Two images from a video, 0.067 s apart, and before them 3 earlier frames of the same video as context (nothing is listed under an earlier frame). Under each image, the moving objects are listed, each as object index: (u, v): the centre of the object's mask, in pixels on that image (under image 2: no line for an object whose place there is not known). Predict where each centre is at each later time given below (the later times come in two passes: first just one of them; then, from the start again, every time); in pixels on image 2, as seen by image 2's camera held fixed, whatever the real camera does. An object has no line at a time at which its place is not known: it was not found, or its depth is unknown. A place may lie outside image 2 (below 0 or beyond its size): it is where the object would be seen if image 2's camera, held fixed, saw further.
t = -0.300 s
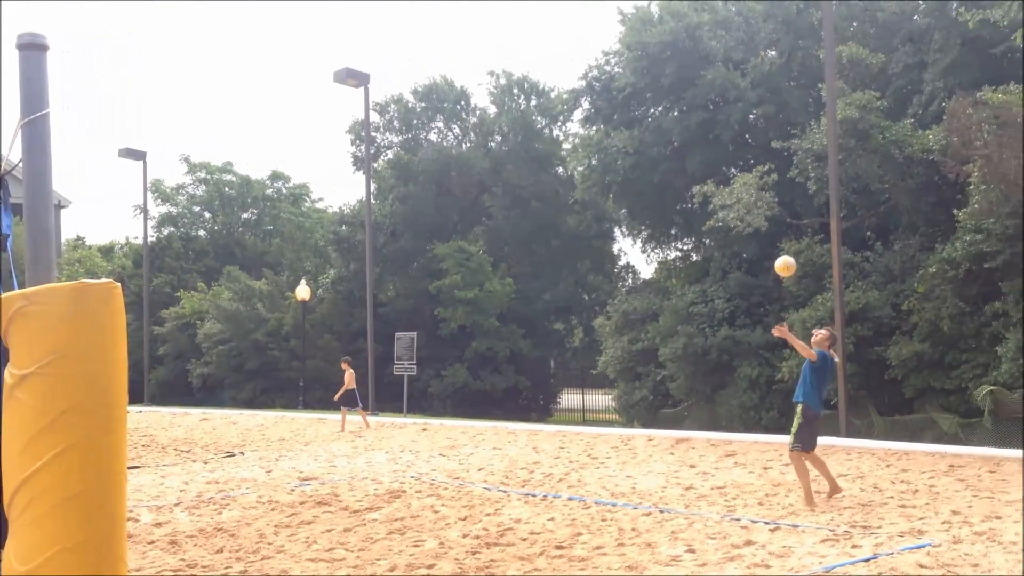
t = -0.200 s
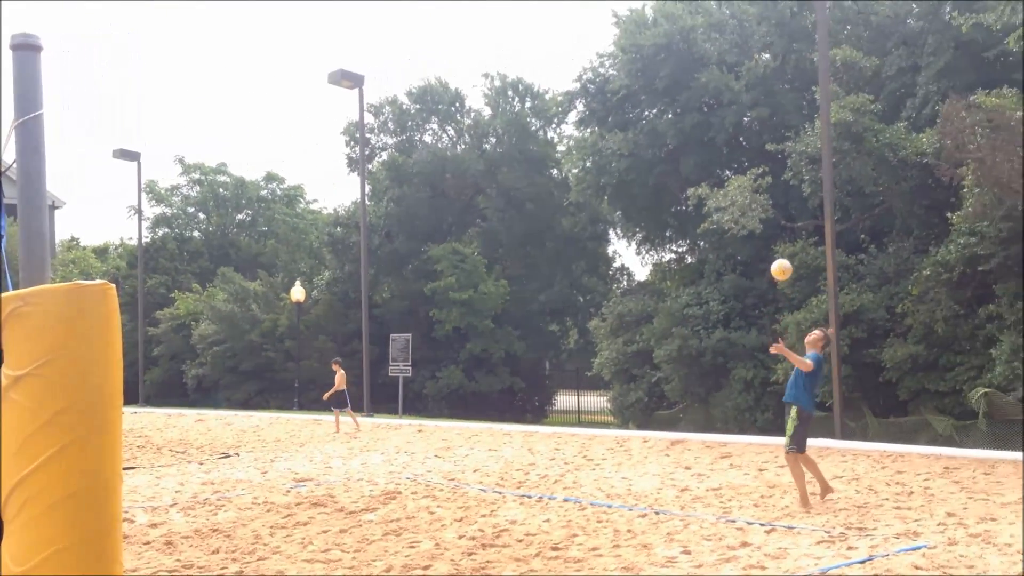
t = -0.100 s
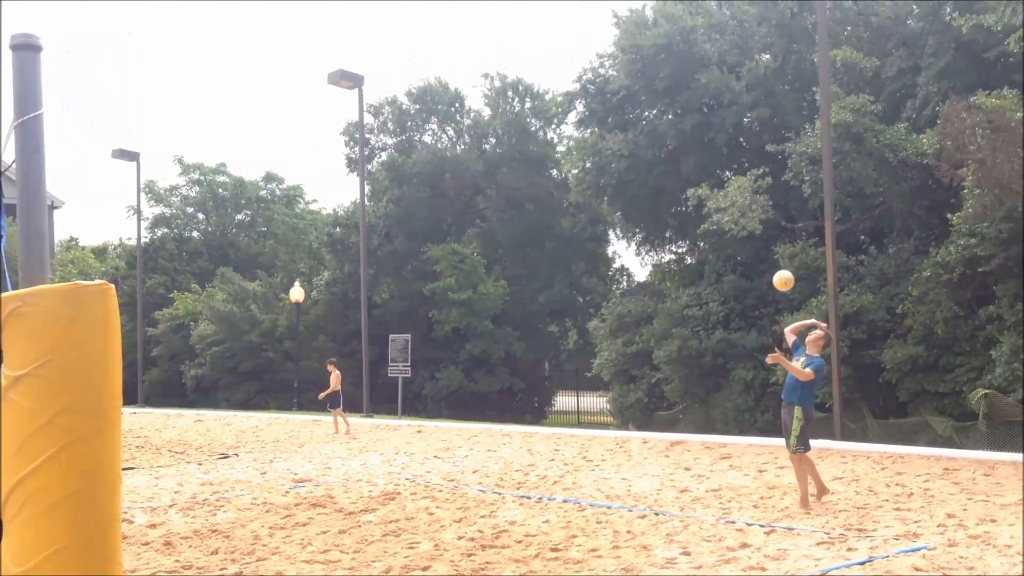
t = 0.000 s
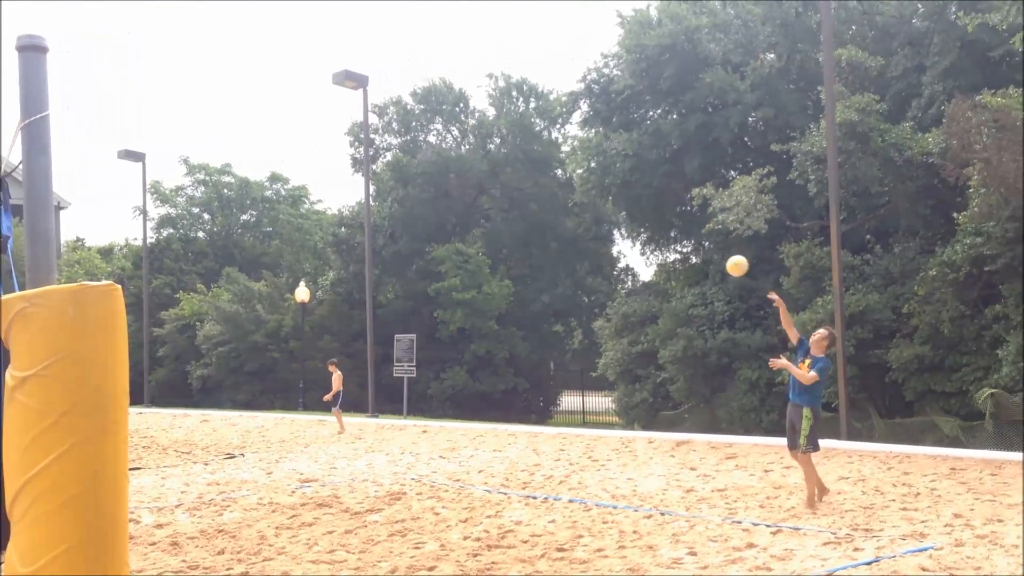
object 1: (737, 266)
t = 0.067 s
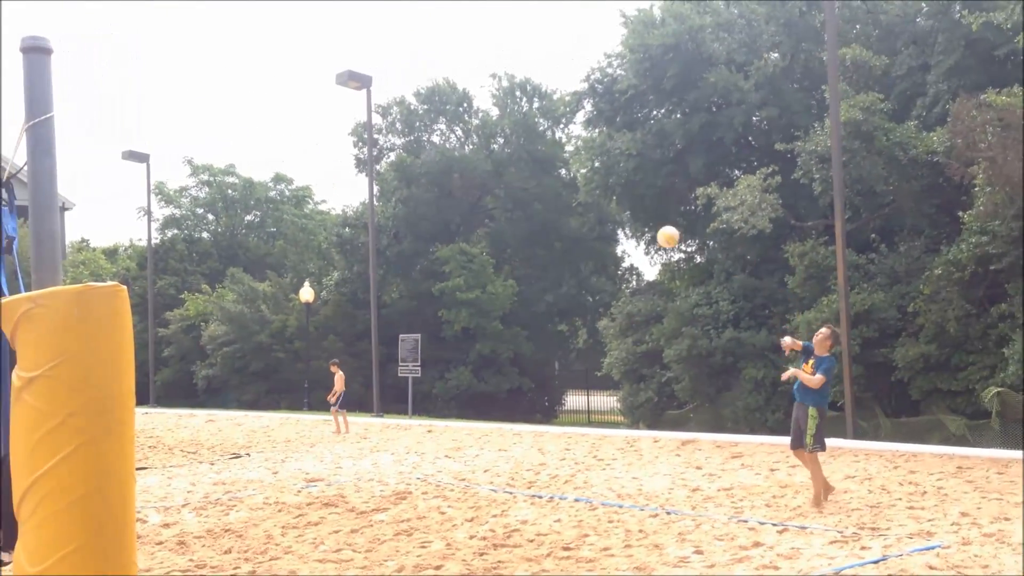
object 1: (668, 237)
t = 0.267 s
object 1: (419, 168)
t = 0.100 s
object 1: (629, 223)
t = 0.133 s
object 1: (590, 211)
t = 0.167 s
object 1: (549, 199)
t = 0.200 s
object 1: (507, 187)
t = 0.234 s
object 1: (464, 176)
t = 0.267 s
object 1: (419, 168)
